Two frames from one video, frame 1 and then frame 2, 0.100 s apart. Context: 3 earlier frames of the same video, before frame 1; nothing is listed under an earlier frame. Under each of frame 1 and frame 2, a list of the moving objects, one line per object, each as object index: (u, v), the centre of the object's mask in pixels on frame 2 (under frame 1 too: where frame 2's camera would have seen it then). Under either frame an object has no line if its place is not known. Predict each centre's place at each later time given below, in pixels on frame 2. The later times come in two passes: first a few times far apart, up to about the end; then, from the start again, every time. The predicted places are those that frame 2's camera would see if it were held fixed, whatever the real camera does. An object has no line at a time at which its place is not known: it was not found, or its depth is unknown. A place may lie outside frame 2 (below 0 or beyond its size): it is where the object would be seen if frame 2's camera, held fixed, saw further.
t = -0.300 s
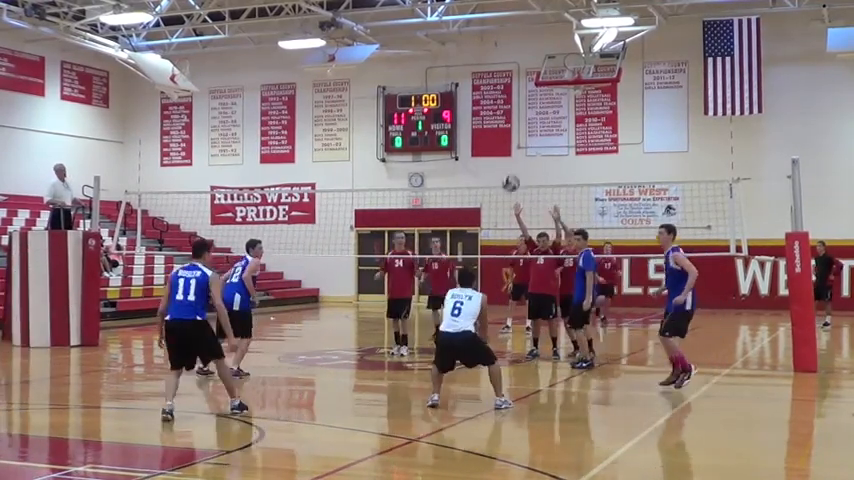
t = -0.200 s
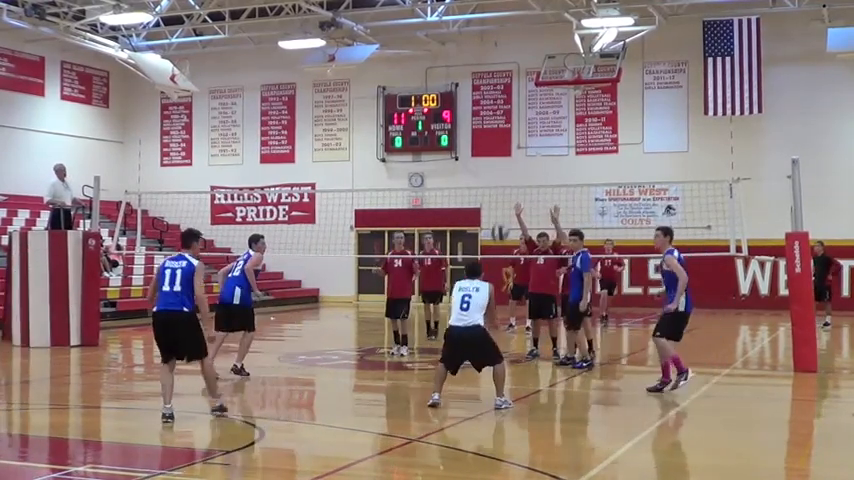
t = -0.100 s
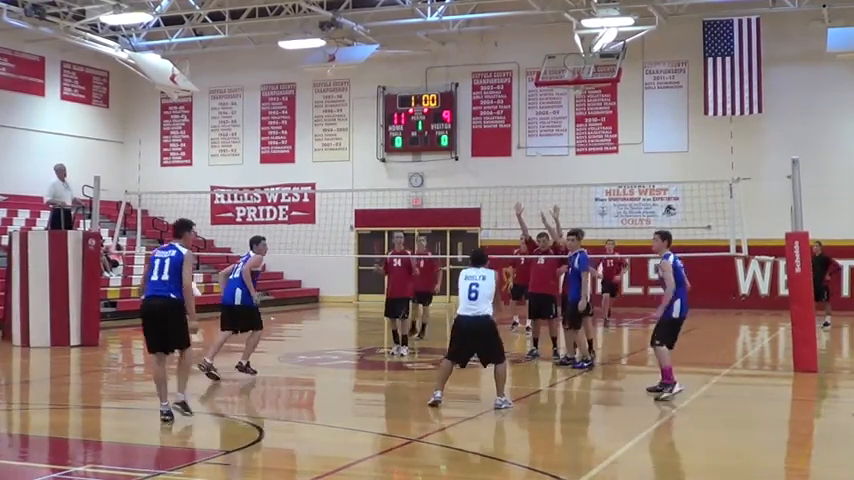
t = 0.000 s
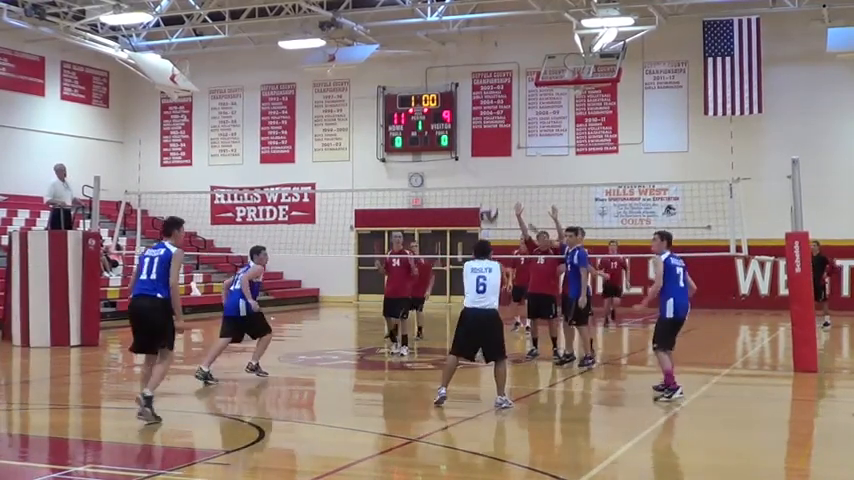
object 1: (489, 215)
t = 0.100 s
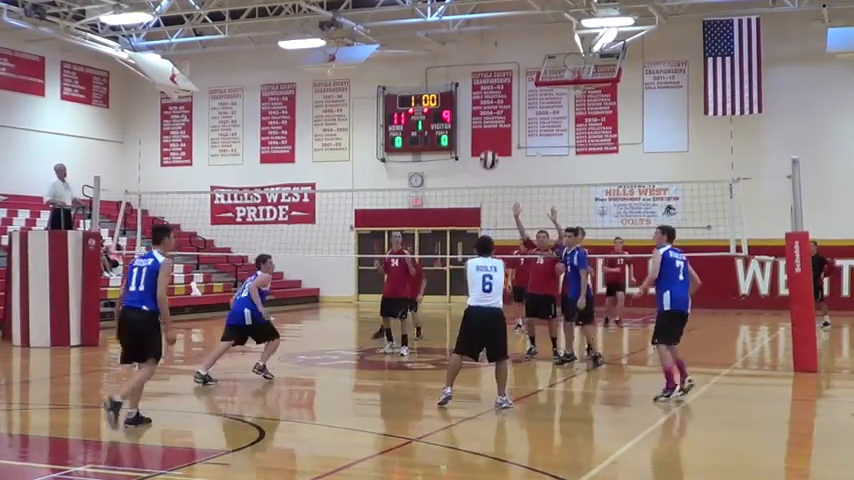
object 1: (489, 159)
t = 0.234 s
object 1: (489, 104)
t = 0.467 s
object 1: (488, 52)
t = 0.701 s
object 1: (488, 47)
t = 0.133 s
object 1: (489, 144)
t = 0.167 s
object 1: (489, 130)
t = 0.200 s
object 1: (488, 117)
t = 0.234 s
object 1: (489, 104)
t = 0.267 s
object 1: (488, 93)
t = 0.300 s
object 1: (487, 85)
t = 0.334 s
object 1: (488, 74)
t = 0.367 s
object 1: (488, 68)
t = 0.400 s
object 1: (488, 63)
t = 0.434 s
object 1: (488, 57)
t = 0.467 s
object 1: (488, 52)
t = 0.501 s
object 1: (488, 49)
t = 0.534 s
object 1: (488, 47)
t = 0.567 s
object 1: (487, 45)
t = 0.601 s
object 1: (487, 44)
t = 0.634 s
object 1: (487, 45)
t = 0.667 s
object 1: (488, 45)
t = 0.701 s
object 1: (488, 47)
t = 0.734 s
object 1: (488, 50)
